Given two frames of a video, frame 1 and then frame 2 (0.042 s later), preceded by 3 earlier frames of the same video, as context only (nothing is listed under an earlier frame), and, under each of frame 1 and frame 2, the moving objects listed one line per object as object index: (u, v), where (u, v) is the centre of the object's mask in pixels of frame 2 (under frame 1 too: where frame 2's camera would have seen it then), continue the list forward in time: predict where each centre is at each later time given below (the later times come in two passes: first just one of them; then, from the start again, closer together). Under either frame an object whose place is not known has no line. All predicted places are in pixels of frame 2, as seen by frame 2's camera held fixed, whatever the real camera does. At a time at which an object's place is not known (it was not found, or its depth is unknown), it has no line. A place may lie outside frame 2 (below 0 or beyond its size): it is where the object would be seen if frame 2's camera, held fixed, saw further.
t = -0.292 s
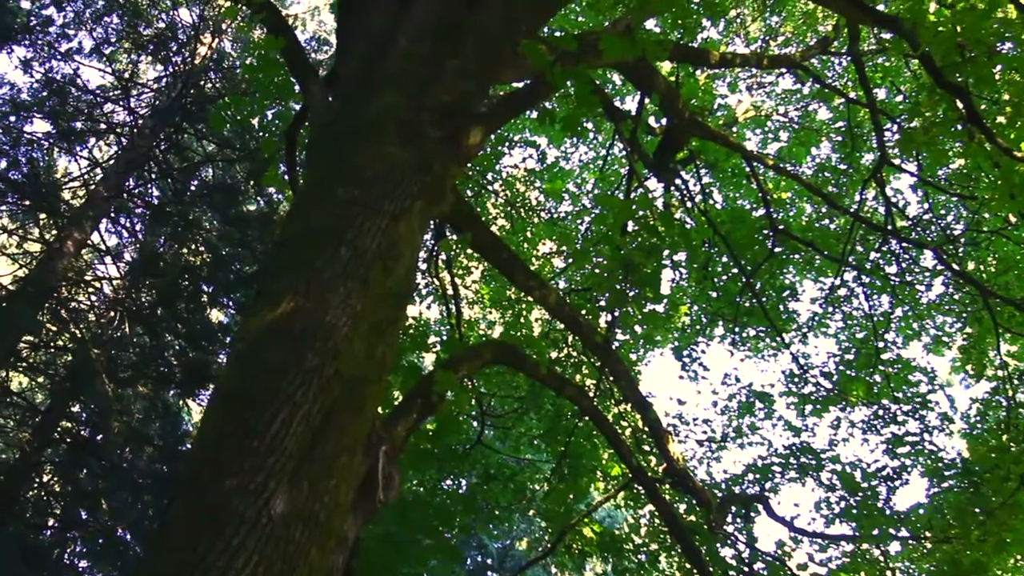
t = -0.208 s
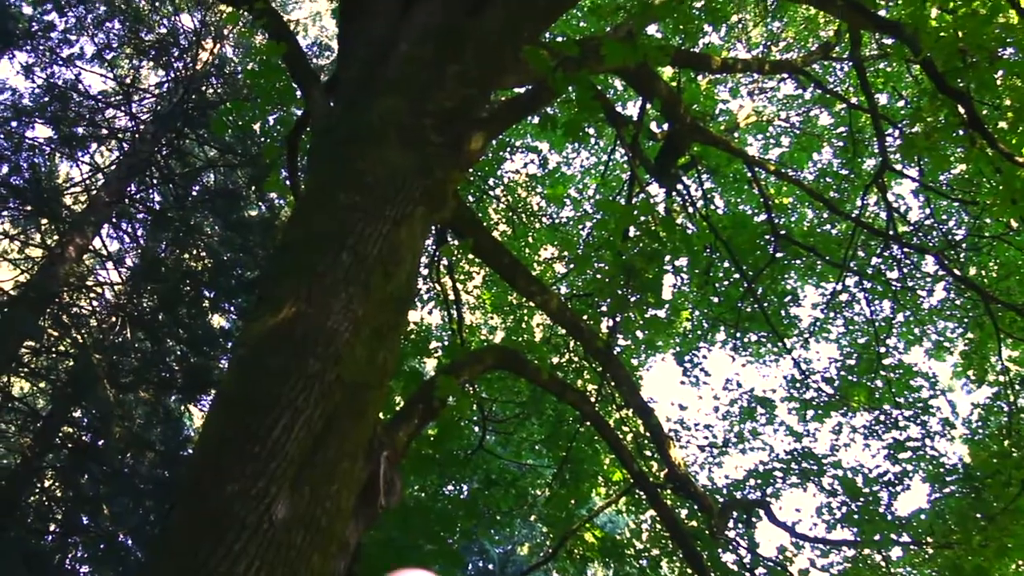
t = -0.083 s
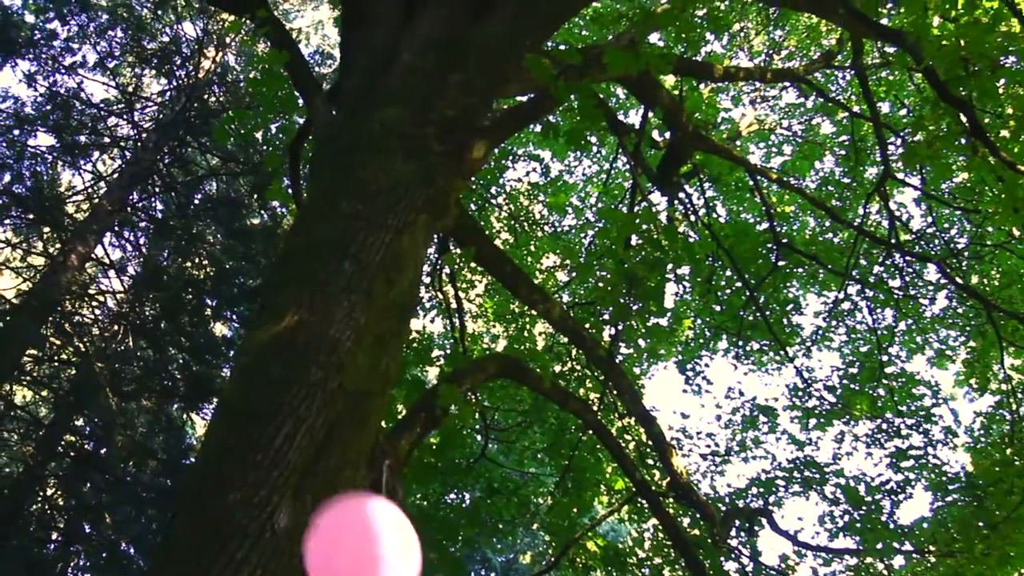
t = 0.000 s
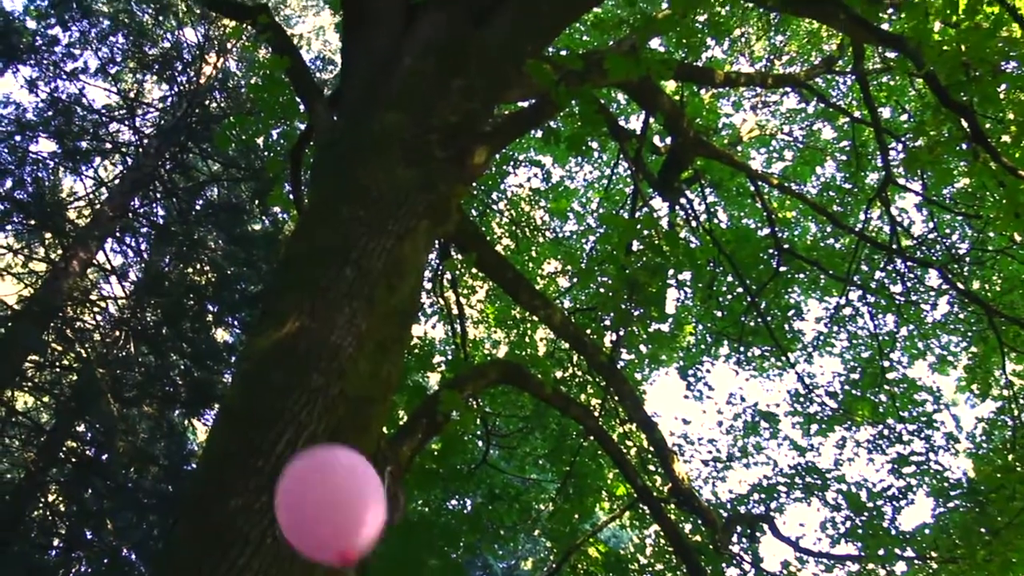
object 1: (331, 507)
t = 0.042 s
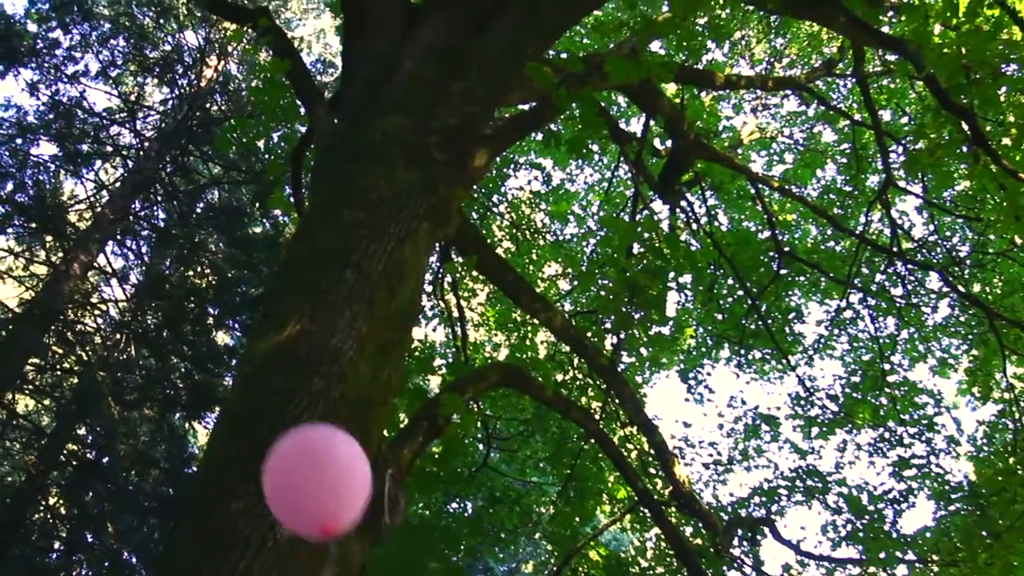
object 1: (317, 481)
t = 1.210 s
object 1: (283, 127)
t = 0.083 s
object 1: (305, 457)
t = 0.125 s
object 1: (296, 436)
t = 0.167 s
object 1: (289, 416)
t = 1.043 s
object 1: (296, 177)
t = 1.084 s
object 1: (294, 165)
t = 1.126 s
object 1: (292, 152)
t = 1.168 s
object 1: (288, 139)
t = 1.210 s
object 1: (283, 127)
